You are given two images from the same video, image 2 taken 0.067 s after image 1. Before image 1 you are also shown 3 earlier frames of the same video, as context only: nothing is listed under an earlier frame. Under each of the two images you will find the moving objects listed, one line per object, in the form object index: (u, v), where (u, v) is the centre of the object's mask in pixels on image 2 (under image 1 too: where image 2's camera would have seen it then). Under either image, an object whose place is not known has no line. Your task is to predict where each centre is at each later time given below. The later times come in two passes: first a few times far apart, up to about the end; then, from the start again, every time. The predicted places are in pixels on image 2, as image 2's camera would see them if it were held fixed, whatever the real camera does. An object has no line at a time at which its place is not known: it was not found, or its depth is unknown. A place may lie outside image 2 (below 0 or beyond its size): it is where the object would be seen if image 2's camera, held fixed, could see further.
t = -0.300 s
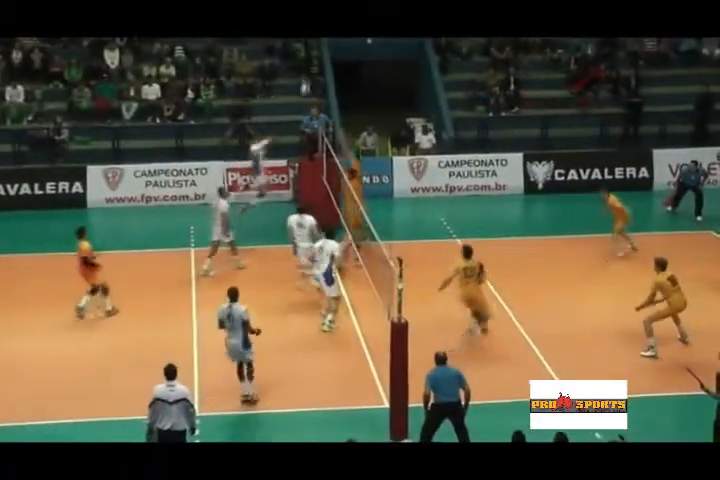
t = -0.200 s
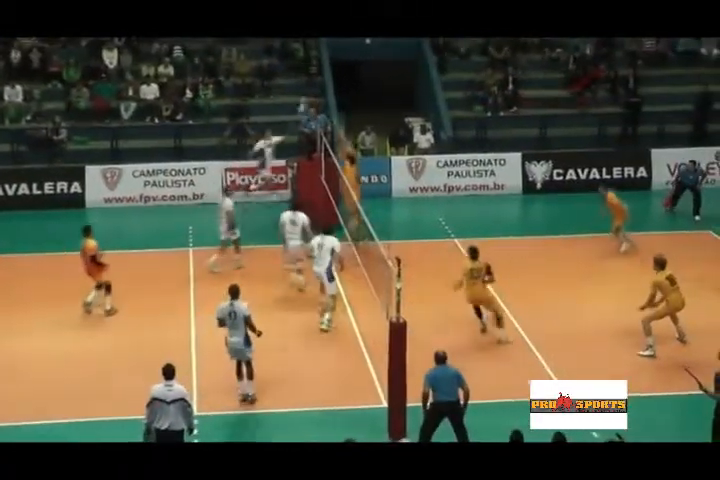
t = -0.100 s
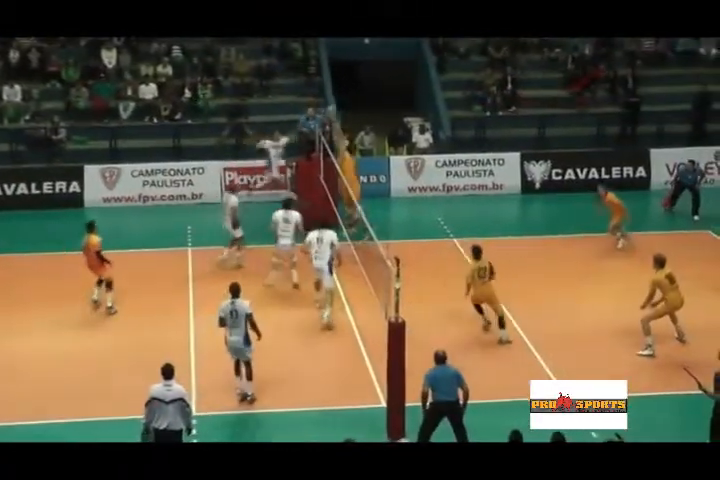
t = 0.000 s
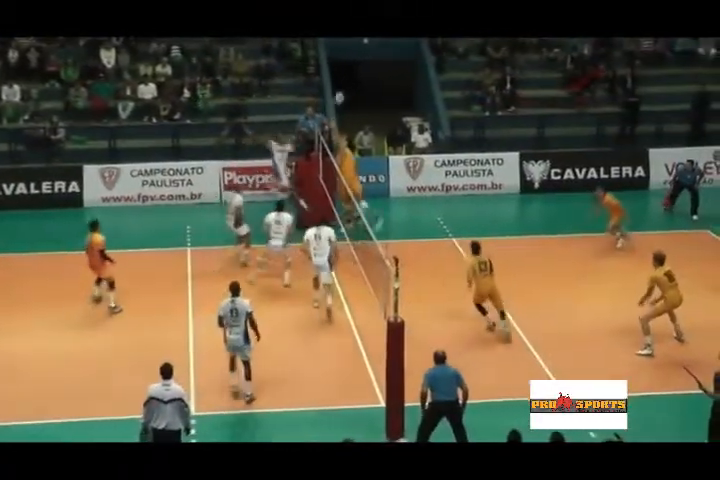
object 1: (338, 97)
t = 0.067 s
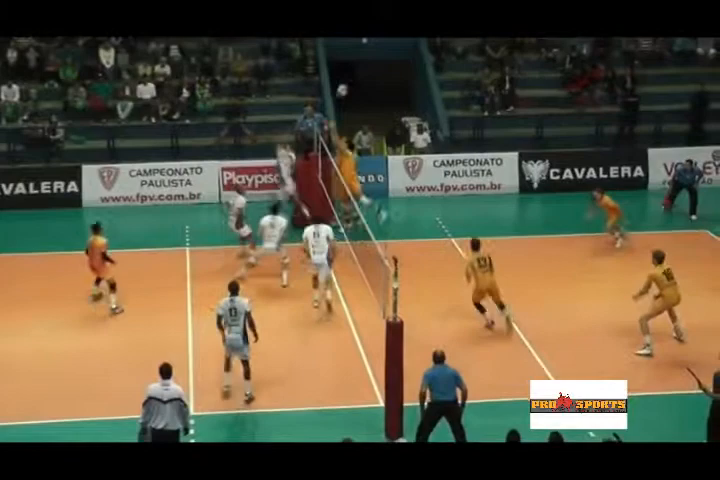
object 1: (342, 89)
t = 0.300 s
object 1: (355, 78)
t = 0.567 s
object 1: (372, 94)
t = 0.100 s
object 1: (344, 86)
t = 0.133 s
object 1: (345, 84)
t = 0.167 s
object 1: (348, 82)
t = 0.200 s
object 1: (350, 80)
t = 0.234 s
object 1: (352, 79)
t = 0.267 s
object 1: (354, 78)
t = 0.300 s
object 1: (355, 78)
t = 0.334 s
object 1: (358, 79)
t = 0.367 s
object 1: (360, 79)
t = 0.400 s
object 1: (362, 80)
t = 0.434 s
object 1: (364, 82)
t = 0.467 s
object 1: (366, 84)
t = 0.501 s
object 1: (368, 87)
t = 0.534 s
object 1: (370, 90)
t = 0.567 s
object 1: (372, 94)
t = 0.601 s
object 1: (374, 99)
